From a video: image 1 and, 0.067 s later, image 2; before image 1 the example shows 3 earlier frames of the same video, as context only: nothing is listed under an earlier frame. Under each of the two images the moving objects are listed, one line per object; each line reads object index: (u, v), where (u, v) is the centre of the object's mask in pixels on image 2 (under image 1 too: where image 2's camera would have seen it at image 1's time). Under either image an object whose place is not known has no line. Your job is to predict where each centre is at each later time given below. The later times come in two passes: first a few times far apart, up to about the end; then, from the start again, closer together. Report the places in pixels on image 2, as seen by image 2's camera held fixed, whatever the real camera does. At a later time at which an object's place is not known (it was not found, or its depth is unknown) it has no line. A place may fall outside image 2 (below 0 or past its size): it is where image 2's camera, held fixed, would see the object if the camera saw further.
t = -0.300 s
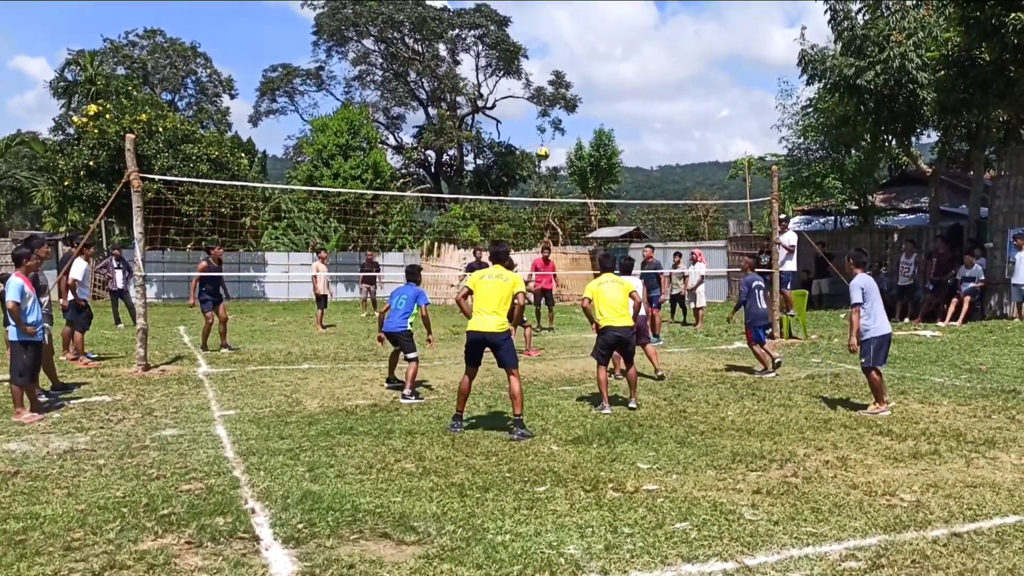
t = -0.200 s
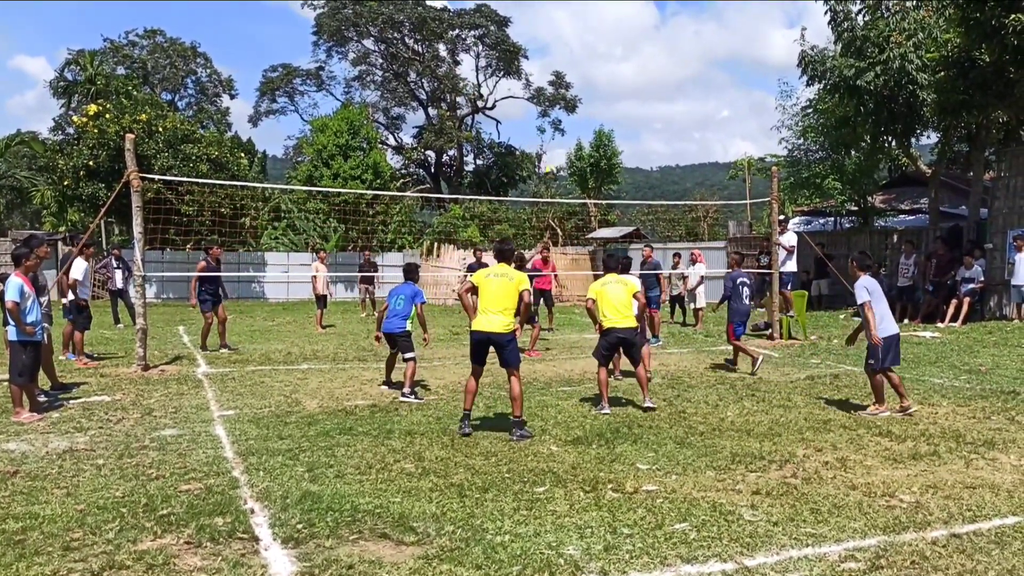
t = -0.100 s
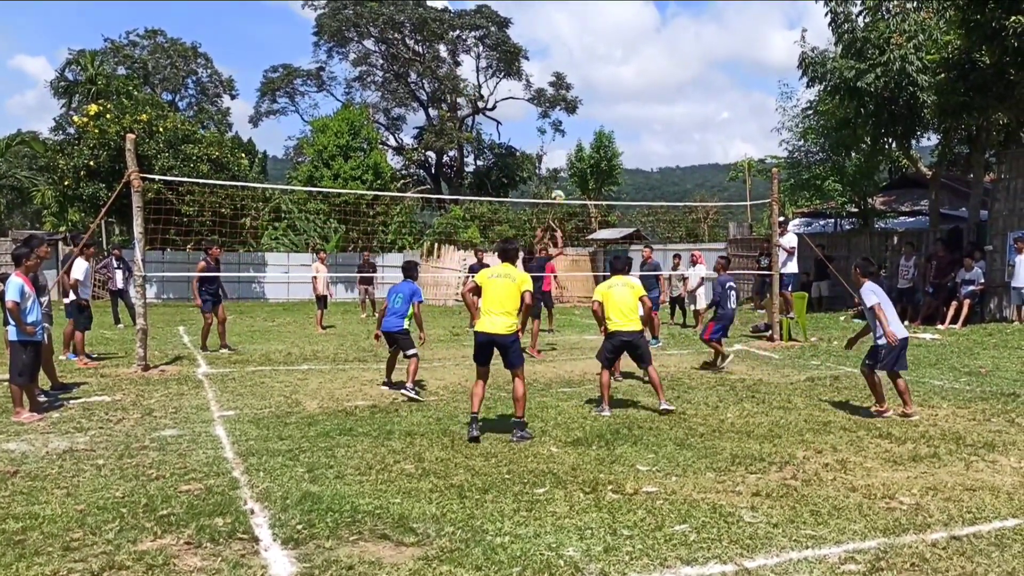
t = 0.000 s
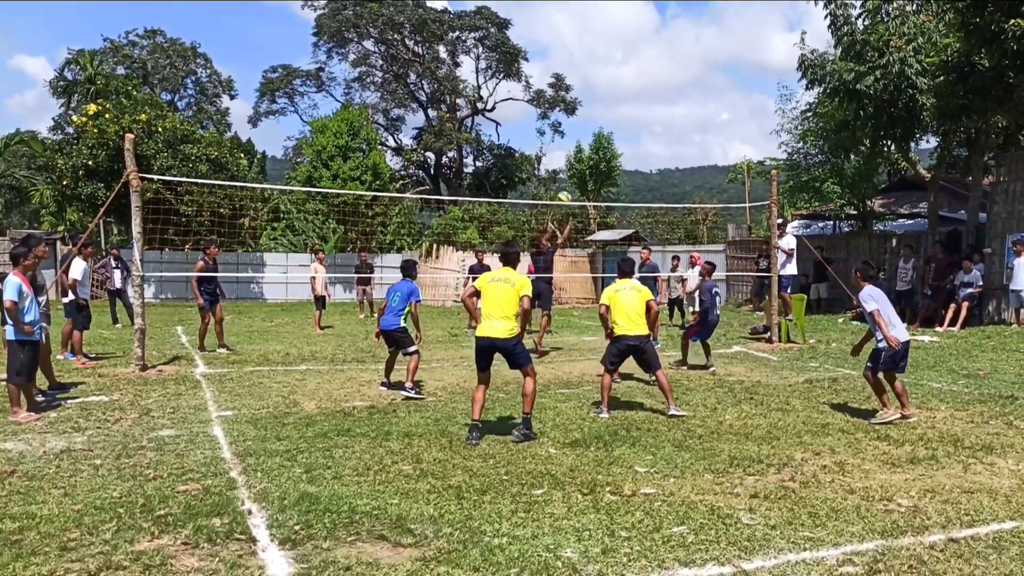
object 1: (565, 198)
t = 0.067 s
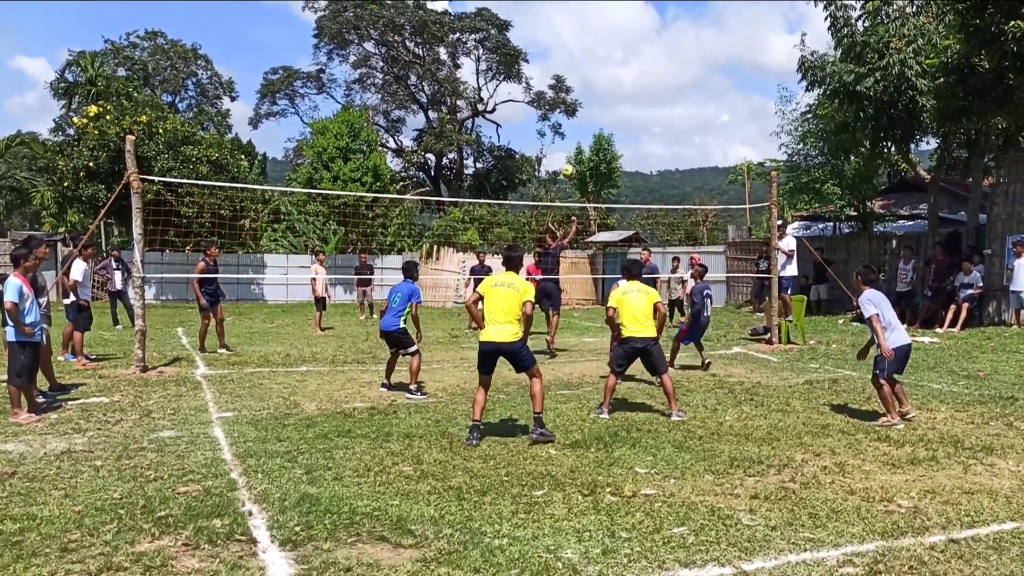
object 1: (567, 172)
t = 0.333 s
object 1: (583, 79)
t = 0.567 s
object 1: (598, 31)
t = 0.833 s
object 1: (618, 26)
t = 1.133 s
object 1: (644, 103)
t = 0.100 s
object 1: (569, 159)
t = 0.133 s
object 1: (572, 145)
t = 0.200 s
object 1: (575, 120)
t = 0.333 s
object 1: (583, 79)
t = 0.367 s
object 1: (585, 70)
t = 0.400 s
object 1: (587, 62)
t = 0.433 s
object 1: (589, 54)
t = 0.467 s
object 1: (592, 47)
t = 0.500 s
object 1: (594, 41)
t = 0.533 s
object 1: (596, 35)
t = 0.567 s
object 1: (598, 31)
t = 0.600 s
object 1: (600, 28)
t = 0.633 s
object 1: (603, 25)
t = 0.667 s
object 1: (605, 22)
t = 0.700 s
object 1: (608, 21)
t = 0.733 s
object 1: (610, 20)
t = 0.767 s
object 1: (613, 21)
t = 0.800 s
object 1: (615, 23)
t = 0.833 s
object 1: (618, 26)
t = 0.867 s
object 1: (621, 30)
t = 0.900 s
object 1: (623, 35)
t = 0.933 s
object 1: (626, 41)
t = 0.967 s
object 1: (629, 48)
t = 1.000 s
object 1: (632, 56)
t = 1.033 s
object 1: (635, 66)
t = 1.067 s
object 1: (638, 77)
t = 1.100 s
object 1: (641, 90)
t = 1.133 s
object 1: (644, 103)
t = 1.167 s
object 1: (647, 119)
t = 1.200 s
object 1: (650, 135)
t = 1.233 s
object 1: (653, 153)
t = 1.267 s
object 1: (656, 171)
